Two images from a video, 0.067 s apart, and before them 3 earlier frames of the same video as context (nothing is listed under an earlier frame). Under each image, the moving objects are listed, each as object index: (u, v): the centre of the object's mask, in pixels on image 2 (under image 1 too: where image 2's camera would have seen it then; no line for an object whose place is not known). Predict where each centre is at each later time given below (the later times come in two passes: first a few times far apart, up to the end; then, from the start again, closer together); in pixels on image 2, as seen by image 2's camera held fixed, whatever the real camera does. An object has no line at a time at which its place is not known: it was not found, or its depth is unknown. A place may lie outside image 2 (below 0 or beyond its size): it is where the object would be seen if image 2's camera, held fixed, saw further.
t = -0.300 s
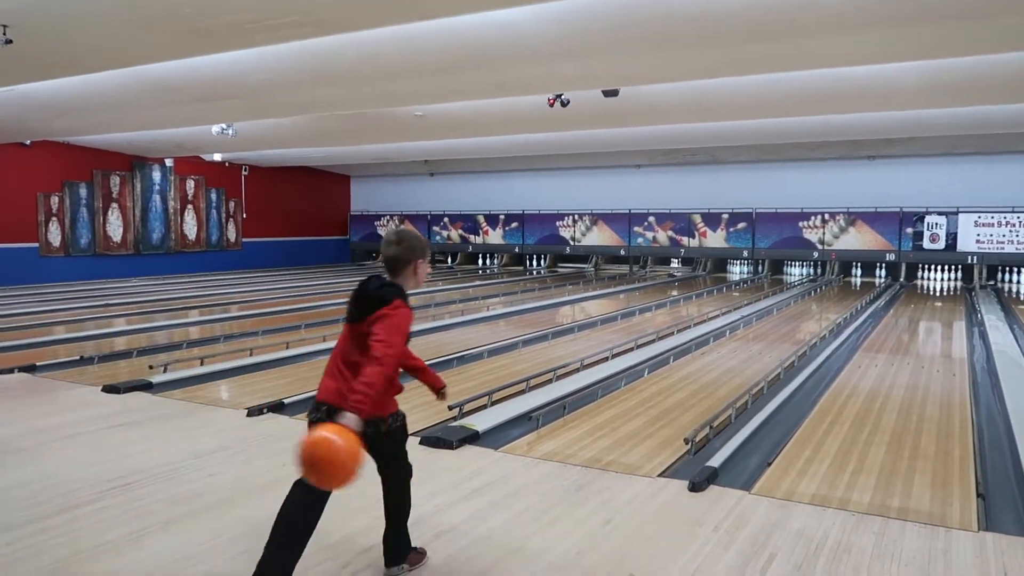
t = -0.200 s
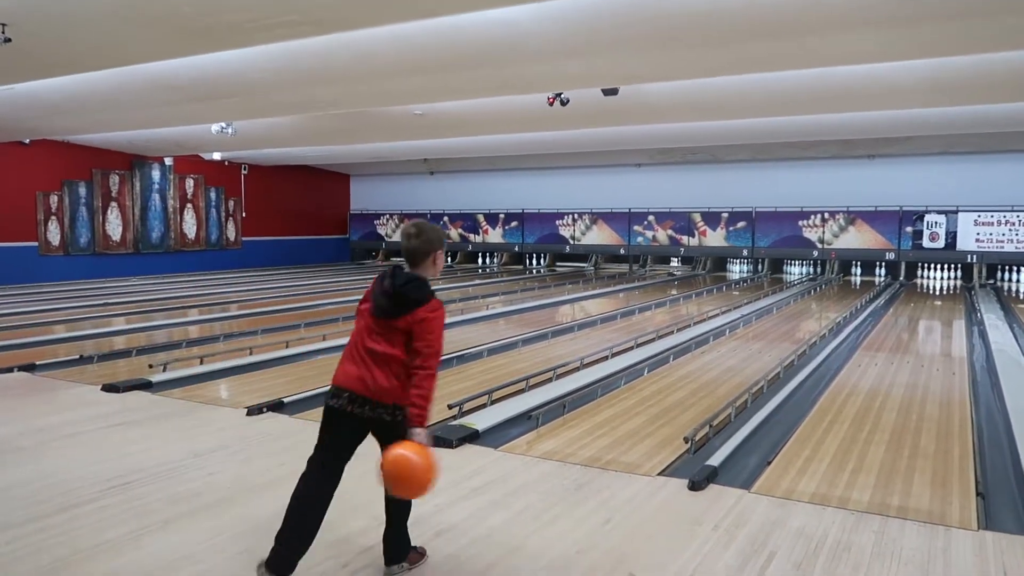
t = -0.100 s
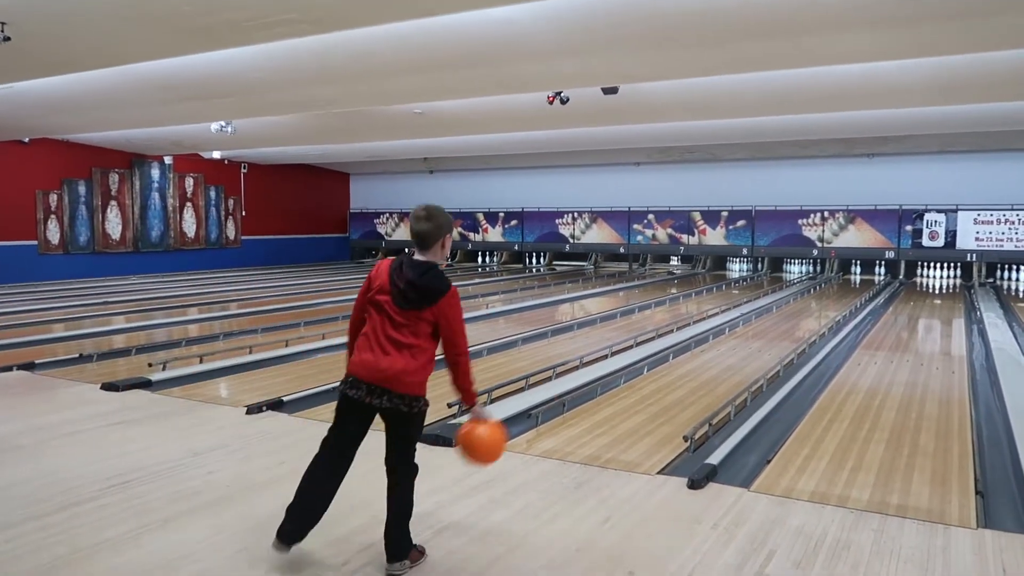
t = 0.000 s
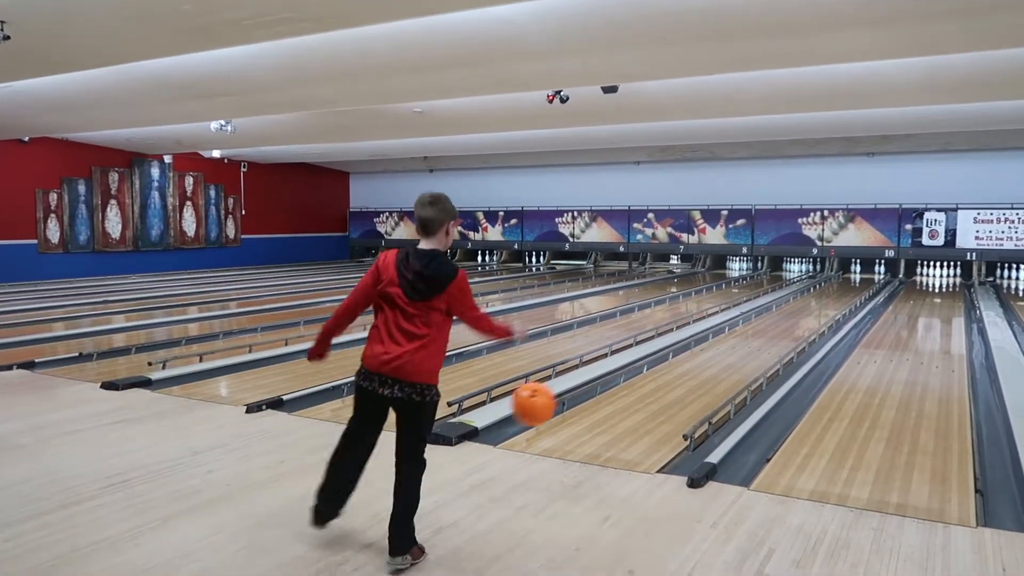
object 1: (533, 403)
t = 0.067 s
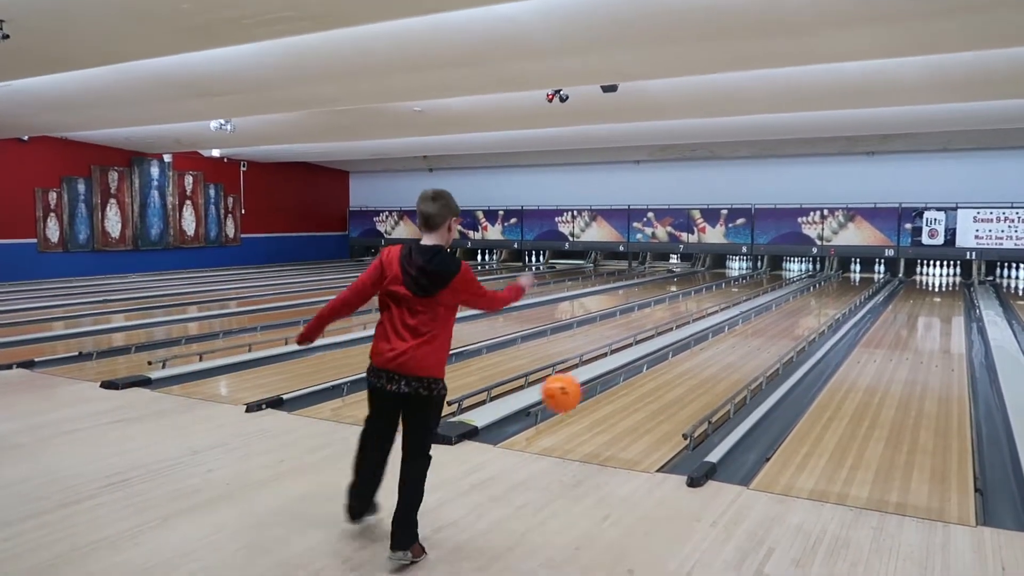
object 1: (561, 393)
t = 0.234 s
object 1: (616, 403)
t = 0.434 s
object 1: (660, 388)
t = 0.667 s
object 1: (697, 365)
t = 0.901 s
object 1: (723, 345)
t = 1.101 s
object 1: (741, 333)
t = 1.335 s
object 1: (757, 321)
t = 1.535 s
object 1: (768, 312)
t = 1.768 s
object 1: (779, 305)
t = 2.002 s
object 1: (788, 299)
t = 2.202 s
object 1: (800, 294)
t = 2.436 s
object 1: (813, 290)
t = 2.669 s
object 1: (824, 286)
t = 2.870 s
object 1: (833, 284)
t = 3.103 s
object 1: (840, 281)
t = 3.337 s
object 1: (846, 279)
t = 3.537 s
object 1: (850, 277)
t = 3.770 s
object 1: (855, 275)
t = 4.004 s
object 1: (862, 273)
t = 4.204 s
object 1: (865, 271)
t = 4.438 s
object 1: (869, 270)
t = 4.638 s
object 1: (870, 269)
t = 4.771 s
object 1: (867, 268)
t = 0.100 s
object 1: (574, 391)
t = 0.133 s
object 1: (586, 392)
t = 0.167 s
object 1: (596, 394)
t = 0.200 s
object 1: (607, 397)
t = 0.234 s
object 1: (616, 403)
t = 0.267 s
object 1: (624, 410)
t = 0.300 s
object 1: (633, 413)
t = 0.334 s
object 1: (640, 404)
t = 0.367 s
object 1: (647, 397)
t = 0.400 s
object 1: (654, 392)
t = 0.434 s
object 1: (660, 388)
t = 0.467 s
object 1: (667, 386)
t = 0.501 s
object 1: (672, 383)
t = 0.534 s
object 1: (678, 379)
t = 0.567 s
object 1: (683, 376)
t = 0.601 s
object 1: (688, 373)
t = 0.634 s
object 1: (693, 369)
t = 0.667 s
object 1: (697, 365)
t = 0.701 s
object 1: (701, 362)
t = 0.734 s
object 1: (705, 359)
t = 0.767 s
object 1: (709, 356)
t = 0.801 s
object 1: (714, 353)
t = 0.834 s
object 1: (717, 350)
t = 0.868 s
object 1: (720, 348)
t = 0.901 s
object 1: (723, 345)
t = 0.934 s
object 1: (727, 343)
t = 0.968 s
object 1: (730, 341)
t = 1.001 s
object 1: (733, 338)
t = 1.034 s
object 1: (735, 337)
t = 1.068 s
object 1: (738, 335)
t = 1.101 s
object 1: (741, 333)
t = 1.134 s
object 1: (743, 331)
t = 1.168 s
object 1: (745, 329)
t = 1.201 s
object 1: (748, 327)
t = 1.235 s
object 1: (750, 326)
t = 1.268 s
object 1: (752, 324)
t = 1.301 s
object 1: (754, 322)
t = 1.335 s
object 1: (757, 321)
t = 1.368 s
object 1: (758, 319)
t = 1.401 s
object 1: (760, 318)
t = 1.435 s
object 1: (763, 317)
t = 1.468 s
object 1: (764, 315)
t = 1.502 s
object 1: (766, 314)
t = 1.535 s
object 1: (768, 312)
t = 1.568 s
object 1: (770, 312)
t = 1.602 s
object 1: (771, 310)
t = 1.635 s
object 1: (773, 309)
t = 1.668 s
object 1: (775, 308)
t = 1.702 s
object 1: (776, 307)
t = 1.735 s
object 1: (777, 306)
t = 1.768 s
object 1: (779, 305)
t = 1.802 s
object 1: (780, 304)
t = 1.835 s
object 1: (781, 303)
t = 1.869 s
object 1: (782, 302)
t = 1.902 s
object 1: (783, 301)
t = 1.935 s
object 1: (785, 300)
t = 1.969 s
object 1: (786, 300)
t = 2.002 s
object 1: (788, 299)
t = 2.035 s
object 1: (790, 298)
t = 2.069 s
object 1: (792, 297)
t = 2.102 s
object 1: (794, 296)
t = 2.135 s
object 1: (796, 296)
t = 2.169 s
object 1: (798, 295)
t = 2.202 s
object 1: (800, 294)
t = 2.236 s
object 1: (802, 294)
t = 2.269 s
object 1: (804, 293)
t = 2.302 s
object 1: (806, 292)
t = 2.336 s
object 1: (808, 292)
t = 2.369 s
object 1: (810, 291)
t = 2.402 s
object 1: (811, 290)
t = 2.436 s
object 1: (813, 290)
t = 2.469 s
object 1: (815, 289)
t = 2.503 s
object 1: (817, 289)
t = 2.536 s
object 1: (818, 288)
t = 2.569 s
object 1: (820, 288)
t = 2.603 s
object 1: (821, 288)
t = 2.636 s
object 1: (822, 287)
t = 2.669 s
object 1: (824, 286)
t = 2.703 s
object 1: (825, 286)
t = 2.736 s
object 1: (827, 286)
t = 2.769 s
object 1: (828, 285)
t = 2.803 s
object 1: (830, 285)
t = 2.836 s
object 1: (831, 284)
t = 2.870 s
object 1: (833, 284)
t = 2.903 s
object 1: (834, 283)
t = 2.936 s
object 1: (835, 282)
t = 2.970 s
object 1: (836, 282)
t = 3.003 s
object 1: (837, 282)
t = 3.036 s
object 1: (837, 282)
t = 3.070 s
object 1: (839, 281)
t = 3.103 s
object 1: (840, 281)
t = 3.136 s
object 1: (841, 280)
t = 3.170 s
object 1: (842, 280)
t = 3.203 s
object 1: (843, 280)
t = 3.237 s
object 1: (844, 279)
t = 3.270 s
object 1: (845, 279)
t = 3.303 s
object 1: (845, 279)
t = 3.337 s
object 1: (846, 279)
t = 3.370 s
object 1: (847, 278)
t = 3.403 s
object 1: (848, 278)
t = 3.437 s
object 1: (848, 277)
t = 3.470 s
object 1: (849, 277)
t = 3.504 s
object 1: (849, 277)
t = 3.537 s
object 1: (850, 277)
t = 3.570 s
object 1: (850, 276)
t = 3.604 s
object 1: (852, 276)
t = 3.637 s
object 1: (853, 276)
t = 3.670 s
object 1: (854, 276)
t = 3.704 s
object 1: (854, 276)
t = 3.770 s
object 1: (855, 275)
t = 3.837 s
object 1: (858, 275)
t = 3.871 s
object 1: (859, 274)
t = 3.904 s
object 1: (859, 274)
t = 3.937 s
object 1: (860, 273)
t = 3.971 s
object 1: (861, 273)
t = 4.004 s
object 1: (862, 273)
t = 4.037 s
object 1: (862, 273)
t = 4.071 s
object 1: (863, 272)
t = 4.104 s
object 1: (863, 272)
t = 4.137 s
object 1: (864, 272)
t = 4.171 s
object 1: (865, 272)
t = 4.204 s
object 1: (865, 271)
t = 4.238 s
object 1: (866, 271)
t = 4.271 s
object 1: (866, 271)
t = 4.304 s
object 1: (867, 271)
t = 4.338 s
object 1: (867, 271)
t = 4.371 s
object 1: (868, 271)
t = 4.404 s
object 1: (869, 270)
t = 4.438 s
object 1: (869, 270)
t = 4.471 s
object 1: (869, 270)
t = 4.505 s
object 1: (870, 269)
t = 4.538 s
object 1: (870, 269)
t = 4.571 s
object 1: (871, 269)
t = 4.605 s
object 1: (871, 269)
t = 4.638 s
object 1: (870, 269)
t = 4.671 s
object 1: (870, 269)
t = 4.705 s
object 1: (869, 268)
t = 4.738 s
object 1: (868, 268)
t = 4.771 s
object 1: (867, 268)
